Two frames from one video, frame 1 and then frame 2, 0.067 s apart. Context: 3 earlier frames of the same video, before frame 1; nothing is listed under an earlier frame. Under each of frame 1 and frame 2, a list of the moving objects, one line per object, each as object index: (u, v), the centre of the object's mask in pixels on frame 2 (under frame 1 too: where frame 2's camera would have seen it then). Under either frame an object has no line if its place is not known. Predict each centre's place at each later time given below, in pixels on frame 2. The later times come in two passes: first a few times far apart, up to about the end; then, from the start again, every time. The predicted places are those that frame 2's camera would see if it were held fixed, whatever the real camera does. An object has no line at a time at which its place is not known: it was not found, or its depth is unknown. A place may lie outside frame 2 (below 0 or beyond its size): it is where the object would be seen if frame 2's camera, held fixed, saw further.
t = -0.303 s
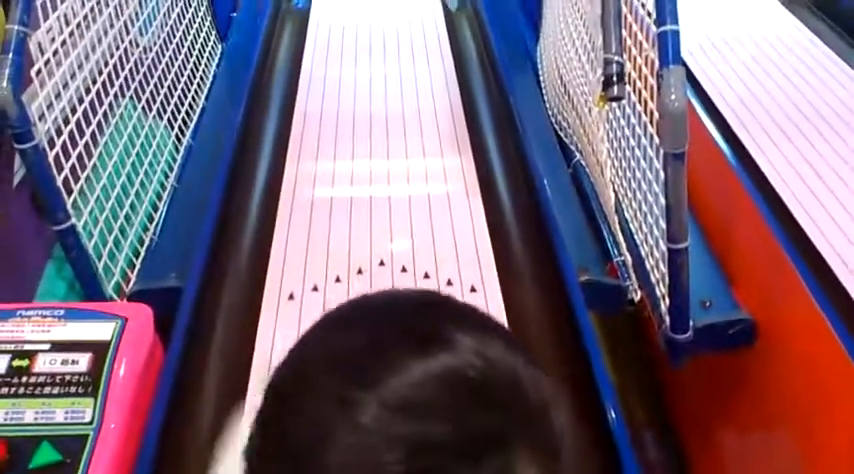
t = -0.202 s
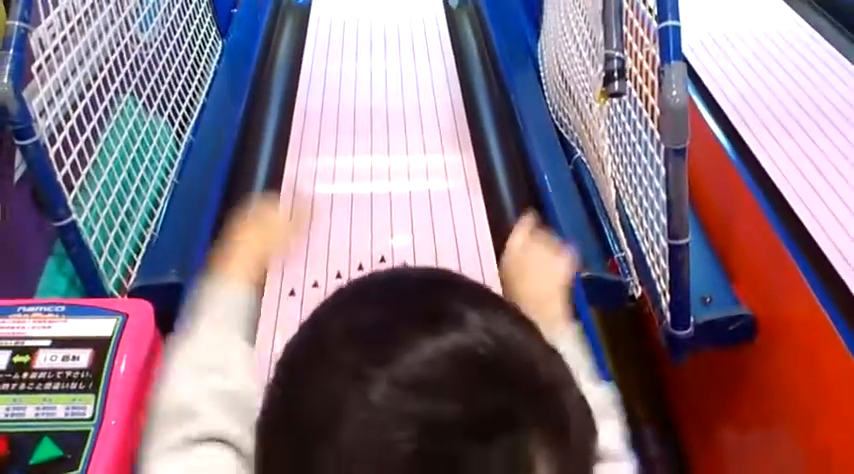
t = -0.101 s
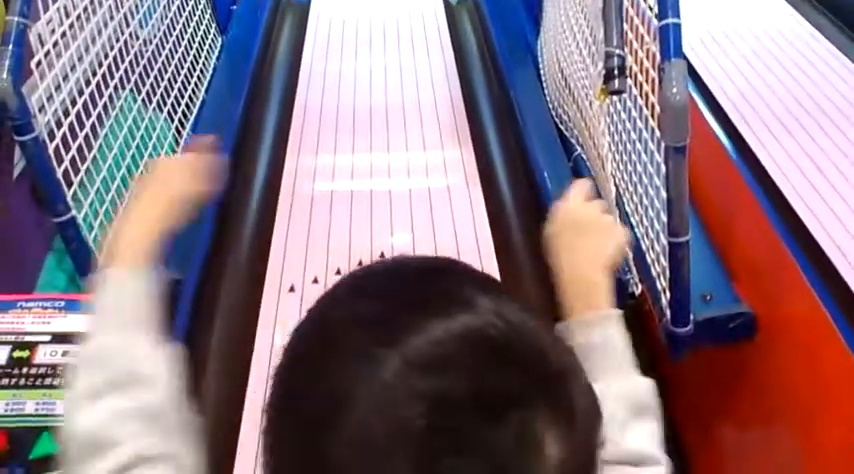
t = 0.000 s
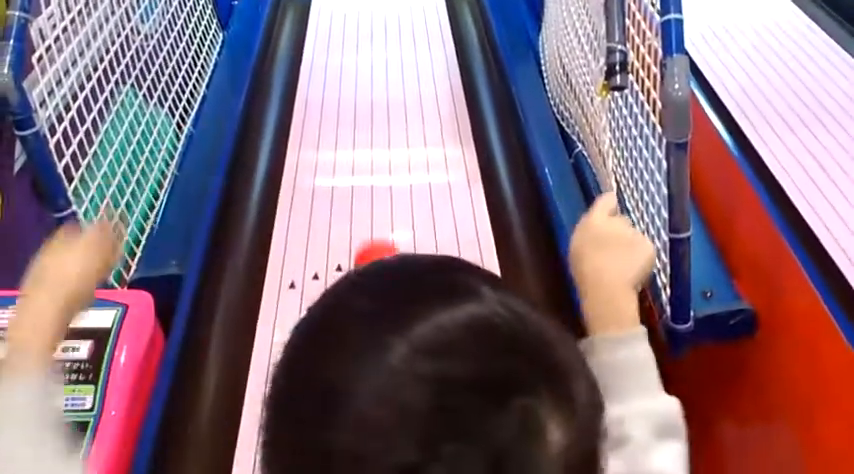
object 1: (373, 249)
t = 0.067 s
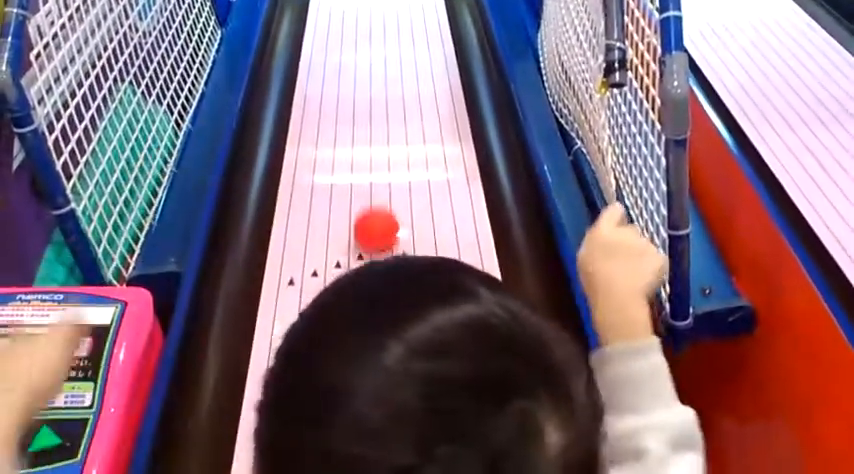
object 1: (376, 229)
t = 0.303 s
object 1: (375, 138)
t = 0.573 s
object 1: (376, 61)
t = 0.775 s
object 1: (379, 19)
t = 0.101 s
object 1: (375, 215)
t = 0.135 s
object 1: (376, 202)
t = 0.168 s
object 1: (375, 187)
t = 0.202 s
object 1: (375, 174)
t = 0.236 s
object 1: (375, 162)
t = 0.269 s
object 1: (375, 150)
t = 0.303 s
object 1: (375, 138)
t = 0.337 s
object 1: (375, 127)
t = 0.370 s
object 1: (375, 117)
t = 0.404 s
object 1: (375, 107)
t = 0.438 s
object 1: (375, 97)
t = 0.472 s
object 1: (375, 88)
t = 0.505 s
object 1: (375, 78)
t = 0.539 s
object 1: (376, 69)
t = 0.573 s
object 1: (376, 61)
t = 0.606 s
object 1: (376, 53)
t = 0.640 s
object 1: (377, 45)
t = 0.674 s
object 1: (377, 38)
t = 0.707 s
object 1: (378, 31)
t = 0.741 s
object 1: (378, 24)
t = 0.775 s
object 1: (379, 19)
